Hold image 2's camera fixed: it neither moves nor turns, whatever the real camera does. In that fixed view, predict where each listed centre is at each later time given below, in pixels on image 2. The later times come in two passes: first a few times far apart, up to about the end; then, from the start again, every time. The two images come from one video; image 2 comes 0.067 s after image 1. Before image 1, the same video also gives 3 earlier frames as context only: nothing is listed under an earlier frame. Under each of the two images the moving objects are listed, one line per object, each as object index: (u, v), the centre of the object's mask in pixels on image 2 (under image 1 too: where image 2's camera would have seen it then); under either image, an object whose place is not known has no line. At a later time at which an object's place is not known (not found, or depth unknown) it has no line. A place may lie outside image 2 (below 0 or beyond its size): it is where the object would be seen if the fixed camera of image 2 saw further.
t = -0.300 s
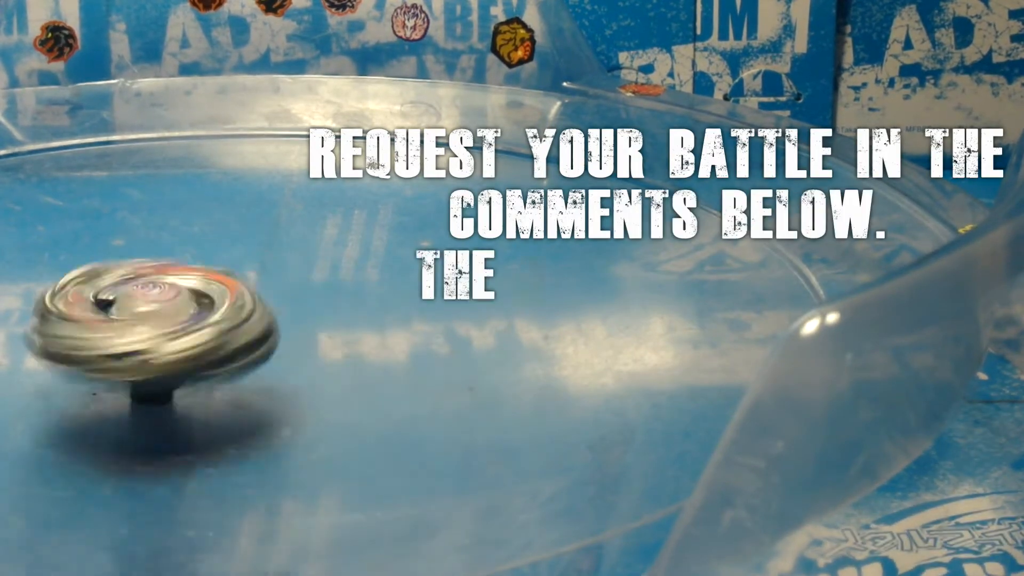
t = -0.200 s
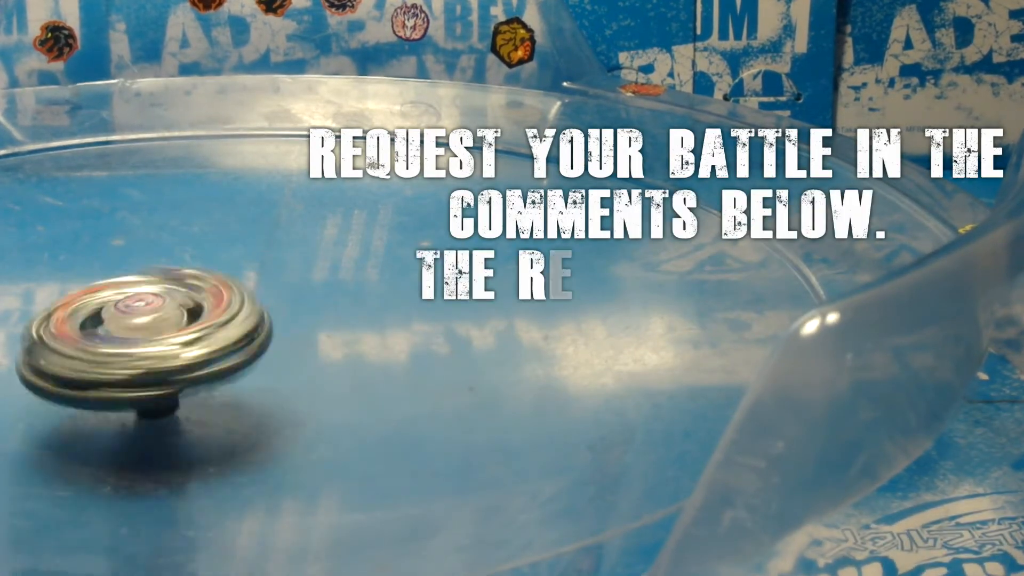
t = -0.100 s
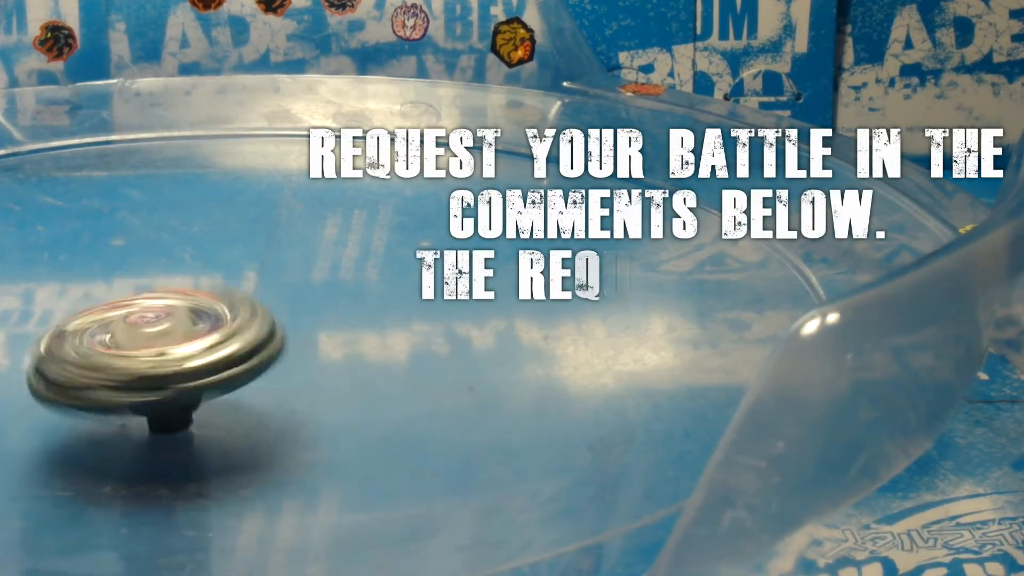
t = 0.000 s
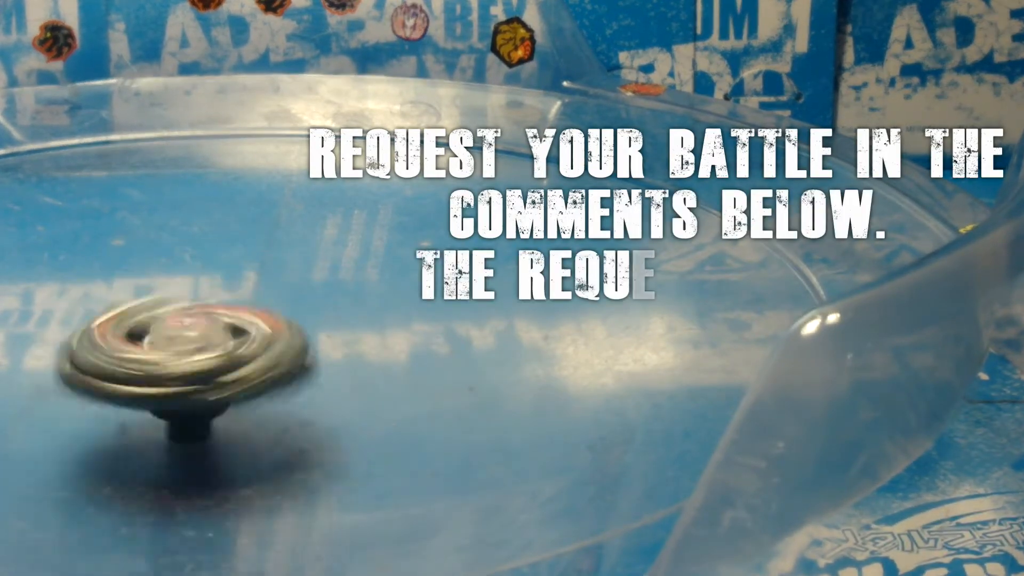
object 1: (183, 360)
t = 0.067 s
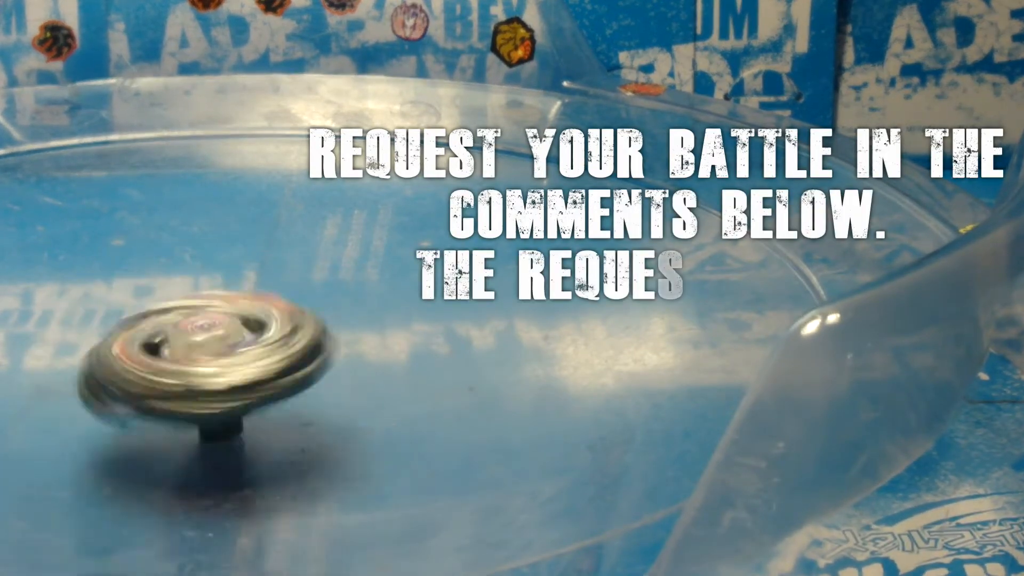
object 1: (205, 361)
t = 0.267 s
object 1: (268, 348)
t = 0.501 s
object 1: (275, 318)
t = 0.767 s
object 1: (205, 310)
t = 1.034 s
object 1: (160, 341)
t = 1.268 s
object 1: (200, 363)
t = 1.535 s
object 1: (261, 350)
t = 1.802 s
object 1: (257, 324)
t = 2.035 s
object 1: (209, 314)
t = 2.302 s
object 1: (159, 334)
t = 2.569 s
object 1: (205, 352)
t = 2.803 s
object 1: (259, 345)
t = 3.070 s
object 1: (271, 331)
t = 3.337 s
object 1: (211, 326)
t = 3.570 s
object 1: (162, 338)
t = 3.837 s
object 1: (198, 352)
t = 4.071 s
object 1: (258, 336)
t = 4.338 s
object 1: (263, 326)
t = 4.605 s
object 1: (226, 329)
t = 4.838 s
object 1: (189, 337)
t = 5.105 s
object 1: (183, 340)
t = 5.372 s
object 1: (203, 342)
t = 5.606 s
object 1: (222, 335)
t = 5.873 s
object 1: (204, 327)
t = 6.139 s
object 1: (200, 337)
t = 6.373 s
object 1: (235, 334)
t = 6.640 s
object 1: (216, 328)
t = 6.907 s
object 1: (207, 339)
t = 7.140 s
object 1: (220, 339)
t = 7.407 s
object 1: (214, 336)
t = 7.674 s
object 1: (209, 332)
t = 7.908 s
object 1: (208, 335)
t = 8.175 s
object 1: (214, 333)
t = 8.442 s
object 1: (206, 329)
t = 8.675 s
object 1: (213, 331)
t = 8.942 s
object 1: (223, 333)
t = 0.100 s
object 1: (218, 360)
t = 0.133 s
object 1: (231, 361)
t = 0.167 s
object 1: (240, 358)
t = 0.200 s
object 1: (251, 357)
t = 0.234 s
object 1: (260, 354)
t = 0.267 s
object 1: (268, 348)
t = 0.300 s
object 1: (274, 347)
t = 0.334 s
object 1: (281, 340)
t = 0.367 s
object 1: (283, 336)
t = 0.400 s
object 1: (284, 331)
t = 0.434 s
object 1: (285, 326)
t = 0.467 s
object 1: (279, 322)
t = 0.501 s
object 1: (275, 318)
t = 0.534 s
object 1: (267, 315)
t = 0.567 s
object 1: (258, 316)
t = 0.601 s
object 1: (253, 311)
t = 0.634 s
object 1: (247, 310)
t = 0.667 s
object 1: (237, 310)
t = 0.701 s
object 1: (228, 308)
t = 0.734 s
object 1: (216, 309)
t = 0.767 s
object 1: (205, 310)
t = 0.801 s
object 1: (197, 312)
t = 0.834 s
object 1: (185, 317)
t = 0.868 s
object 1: (177, 319)
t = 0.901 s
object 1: (172, 324)
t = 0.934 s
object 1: (167, 329)
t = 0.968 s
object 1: (166, 331)
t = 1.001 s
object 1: (161, 337)
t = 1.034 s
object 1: (160, 341)
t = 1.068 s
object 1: (162, 345)
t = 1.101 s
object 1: (162, 350)
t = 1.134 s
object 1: (167, 354)
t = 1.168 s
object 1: (174, 355)
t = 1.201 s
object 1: (181, 360)
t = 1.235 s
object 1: (191, 360)
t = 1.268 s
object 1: (200, 363)
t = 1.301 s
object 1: (211, 363)
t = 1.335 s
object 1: (221, 359)
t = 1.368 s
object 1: (228, 361)
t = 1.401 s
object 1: (236, 359)
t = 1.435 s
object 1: (244, 355)
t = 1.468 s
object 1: (251, 357)
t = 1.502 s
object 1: (254, 355)
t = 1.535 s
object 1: (261, 350)
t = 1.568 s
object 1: (268, 349)
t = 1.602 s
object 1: (269, 347)
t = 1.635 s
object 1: (274, 341)
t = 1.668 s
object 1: (272, 338)
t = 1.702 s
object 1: (270, 334)
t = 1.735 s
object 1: (269, 330)
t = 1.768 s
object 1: (263, 328)
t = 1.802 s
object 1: (257, 324)
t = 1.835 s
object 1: (251, 322)
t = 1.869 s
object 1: (241, 323)
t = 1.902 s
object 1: (235, 321)
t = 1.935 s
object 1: (232, 317)
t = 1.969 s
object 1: (228, 317)
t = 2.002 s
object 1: (218, 317)
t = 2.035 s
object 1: (209, 314)
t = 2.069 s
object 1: (199, 315)
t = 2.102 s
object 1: (189, 317)
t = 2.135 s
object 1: (180, 317)
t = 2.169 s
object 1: (173, 321)
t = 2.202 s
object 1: (167, 324)
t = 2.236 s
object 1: (163, 327)
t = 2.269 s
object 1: (161, 331)
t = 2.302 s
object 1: (159, 334)
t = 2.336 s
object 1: (165, 336)
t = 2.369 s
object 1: (163, 339)
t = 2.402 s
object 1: (166, 343)
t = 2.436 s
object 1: (173, 343)
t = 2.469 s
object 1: (177, 348)
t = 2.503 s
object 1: (186, 350)
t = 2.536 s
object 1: (194, 349)
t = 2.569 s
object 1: (205, 352)
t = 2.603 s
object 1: (213, 354)
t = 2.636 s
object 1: (225, 352)
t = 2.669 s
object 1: (232, 352)
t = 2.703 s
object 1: (242, 351)
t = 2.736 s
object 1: (250, 346)
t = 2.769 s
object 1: (254, 348)
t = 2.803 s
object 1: (259, 345)
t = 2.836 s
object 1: (263, 342)
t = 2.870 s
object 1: (269, 341)
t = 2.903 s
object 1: (267, 341)
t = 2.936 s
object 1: (270, 339)
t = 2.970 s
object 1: (273, 336)
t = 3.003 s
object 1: (273, 337)
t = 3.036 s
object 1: (269, 334)
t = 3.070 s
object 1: (271, 331)
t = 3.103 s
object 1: (266, 329)
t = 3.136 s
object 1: (260, 328)
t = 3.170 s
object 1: (255, 326)
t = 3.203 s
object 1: (246, 327)
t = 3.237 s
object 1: (238, 324)
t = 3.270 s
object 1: (230, 325)
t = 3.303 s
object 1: (221, 325)
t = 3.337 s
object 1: (211, 326)
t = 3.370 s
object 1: (205, 326)
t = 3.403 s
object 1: (192, 327)
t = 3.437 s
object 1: (185, 329)
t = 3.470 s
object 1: (177, 329)
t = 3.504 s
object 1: (170, 333)
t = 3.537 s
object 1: (164, 335)
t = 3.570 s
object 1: (162, 338)
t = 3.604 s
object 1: (157, 342)
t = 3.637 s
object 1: (158, 345)
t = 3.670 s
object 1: (161, 346)
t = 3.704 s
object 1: (166, 349)
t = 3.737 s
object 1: (171, 350)
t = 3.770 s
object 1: (180, 354)
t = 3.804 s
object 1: (187, 354)
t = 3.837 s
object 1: (198, 352)
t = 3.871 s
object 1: (208, 352)
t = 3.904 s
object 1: (220, 352)
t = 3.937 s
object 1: (230, 347)
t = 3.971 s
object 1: (239, 348)
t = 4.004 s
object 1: (245, 344)
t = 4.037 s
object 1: (253, 340)
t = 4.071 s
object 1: (258, 336)
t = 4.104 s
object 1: (259, 337)
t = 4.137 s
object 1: (258, 333)
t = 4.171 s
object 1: (260, 330)
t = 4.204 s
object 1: (264, 328)
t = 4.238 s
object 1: (264, 331)
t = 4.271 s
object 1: (259, 329)
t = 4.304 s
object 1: (261, 329)
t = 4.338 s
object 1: (263, 326)
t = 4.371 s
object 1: (262, 328)
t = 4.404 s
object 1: (254, 328)
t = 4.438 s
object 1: (253, 328)
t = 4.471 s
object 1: (250, 326)
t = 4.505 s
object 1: (247, 327)
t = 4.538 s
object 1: (238, 329)
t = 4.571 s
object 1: (233, 329)
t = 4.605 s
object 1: (226, 329)
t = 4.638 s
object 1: (221, 332)
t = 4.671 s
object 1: (213, 333)
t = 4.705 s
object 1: (209, 334)
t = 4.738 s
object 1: (204, 333)
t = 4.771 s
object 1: (198, 336)
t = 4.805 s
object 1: (191, 337)
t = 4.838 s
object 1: (189, 337)
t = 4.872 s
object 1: (188, 338)
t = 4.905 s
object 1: (184, 339)
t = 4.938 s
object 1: (181, 341)
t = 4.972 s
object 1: (183, 339)
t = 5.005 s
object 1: (180, 341)
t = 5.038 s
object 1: (180, 341)
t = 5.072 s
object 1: (180, 342)
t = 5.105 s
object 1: (183, 340)
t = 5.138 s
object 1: (181, 343)
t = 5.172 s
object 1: (183, 343)
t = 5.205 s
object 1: (186, 342)
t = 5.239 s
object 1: (191, 343)
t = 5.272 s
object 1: (194, 344)
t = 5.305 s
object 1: (197, 341)
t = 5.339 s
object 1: (202, 343)
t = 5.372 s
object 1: (203, 342)
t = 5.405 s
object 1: (206, 340)
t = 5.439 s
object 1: (209, 339)
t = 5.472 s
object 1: (212, 339)
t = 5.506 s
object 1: (215, 339)
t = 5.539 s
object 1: (221, 337)
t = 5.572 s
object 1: (220, 337)
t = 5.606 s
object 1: (222, 335)
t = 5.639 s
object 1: (222, 332)
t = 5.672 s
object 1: (223, 331)
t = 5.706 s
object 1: (221, 332)
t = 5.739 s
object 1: (219, 328)
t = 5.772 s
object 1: (216, 329)
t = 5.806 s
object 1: (213, 329)
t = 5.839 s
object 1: (210, 326)
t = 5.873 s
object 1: (204, 327)
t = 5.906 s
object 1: (202, 328)
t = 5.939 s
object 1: (198, 327)
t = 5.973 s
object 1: (196, 329)
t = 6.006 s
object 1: (193, 332)
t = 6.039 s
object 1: (196, 331)
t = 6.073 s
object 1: (193, 335)
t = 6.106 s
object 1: (195, 335)
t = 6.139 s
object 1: (200, 337)
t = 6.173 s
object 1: (203, 338)
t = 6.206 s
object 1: (209, 338)
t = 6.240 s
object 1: (215, 338)
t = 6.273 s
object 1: (221, 338)
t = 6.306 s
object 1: (226, 335)
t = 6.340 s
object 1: (233, 335)
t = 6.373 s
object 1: (235, 334)
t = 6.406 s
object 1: (236, 330)
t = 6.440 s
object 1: (236, 331)
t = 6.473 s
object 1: (234, 329)
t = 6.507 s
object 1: (232, 327)
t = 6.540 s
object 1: (227, 327)
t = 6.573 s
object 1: (224, 327)
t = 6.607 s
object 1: (220, 326)
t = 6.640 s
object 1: (216, 328)
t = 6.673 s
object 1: (212, 329)
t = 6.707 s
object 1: (208, 329)
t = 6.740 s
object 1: (204, 333)
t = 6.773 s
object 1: (201, 334)
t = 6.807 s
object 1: (205, 335)
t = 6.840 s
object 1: (202, 337)
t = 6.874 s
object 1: (204, 338)
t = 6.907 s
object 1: (207, 339)
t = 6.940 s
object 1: (209, 340)
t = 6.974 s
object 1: (210, 340)
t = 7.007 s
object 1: (214, 339)
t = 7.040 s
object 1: (217, 340)
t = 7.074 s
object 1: (218, 339)
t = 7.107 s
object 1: (222, 338)
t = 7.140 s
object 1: (220, 339)
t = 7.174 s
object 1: (219, 338)
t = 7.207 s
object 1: (219, 337)
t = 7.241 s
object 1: (217, 337)
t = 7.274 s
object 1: (217, 336)
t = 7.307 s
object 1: (215, 335)
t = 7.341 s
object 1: (215, 336)
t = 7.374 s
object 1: (213, 337)
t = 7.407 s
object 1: (214, 336)
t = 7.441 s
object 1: (212, 337)
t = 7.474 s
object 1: (211, 335)
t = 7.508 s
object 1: (216, 335)
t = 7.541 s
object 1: (215, 336)
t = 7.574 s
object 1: (213, 333)
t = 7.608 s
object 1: (212, 334)
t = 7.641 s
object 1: (210, 334)
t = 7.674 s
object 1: (209, 332)
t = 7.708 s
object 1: (204, 333)
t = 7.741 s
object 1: (203, 333)
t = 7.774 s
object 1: (203, 334)
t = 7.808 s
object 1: (202, 334)
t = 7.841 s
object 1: (202, 334)
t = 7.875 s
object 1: (205, 334)
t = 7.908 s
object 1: (208, 335)
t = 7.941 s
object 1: (207, 333)
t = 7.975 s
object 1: (209, 332)
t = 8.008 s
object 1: (209, 333)
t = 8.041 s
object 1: (208, 331)
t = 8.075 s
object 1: (210, 333)
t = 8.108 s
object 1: (209, 333)
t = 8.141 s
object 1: (212, 332)
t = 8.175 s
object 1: (214, 333)
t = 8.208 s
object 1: (214, 330)
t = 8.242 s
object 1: (218, 329)
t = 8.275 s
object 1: (216, 330)
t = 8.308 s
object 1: (214, 327)
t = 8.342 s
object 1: (212, 328)
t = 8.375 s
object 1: (210, 328)
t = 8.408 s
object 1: (210, 327)
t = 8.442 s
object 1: (206, 329)
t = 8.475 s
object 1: (205, 329)
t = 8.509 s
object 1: (209, 329)
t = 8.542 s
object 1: (208, 331)
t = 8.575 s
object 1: (208, 331)
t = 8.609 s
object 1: (211, 331)
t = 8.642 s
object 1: (211, 331)
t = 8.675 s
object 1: (213, 331)
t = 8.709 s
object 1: (213, 331)
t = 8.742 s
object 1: (212, 331)
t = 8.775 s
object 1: (213, 332)
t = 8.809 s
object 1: (214, 331)
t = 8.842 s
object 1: (215, 332)
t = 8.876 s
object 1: (215, 333)
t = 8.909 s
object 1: (218, 332)
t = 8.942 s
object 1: (223, 333)
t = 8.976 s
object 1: (221, 332)
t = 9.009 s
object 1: (223, 330)
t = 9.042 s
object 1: (224, 331)
